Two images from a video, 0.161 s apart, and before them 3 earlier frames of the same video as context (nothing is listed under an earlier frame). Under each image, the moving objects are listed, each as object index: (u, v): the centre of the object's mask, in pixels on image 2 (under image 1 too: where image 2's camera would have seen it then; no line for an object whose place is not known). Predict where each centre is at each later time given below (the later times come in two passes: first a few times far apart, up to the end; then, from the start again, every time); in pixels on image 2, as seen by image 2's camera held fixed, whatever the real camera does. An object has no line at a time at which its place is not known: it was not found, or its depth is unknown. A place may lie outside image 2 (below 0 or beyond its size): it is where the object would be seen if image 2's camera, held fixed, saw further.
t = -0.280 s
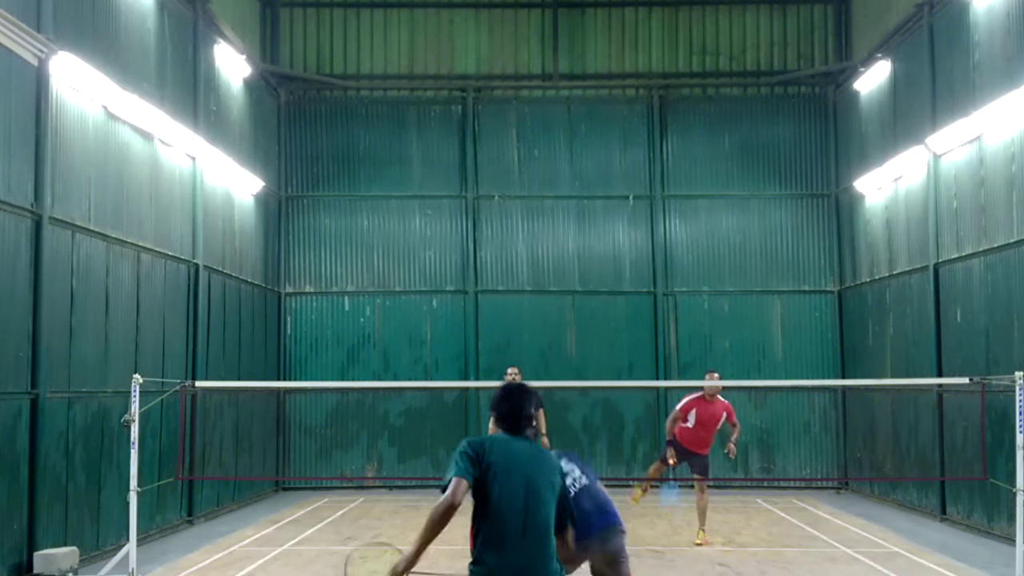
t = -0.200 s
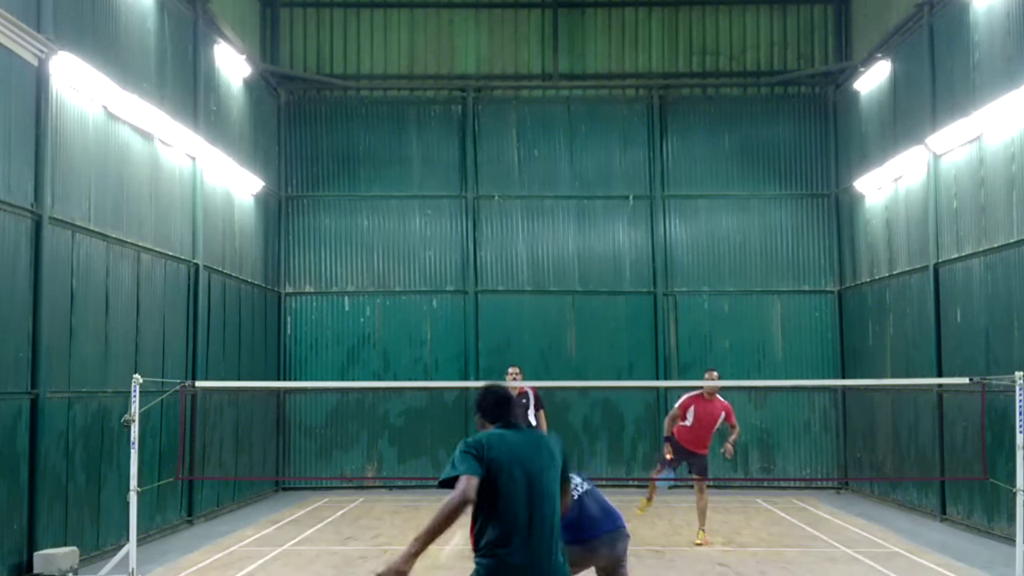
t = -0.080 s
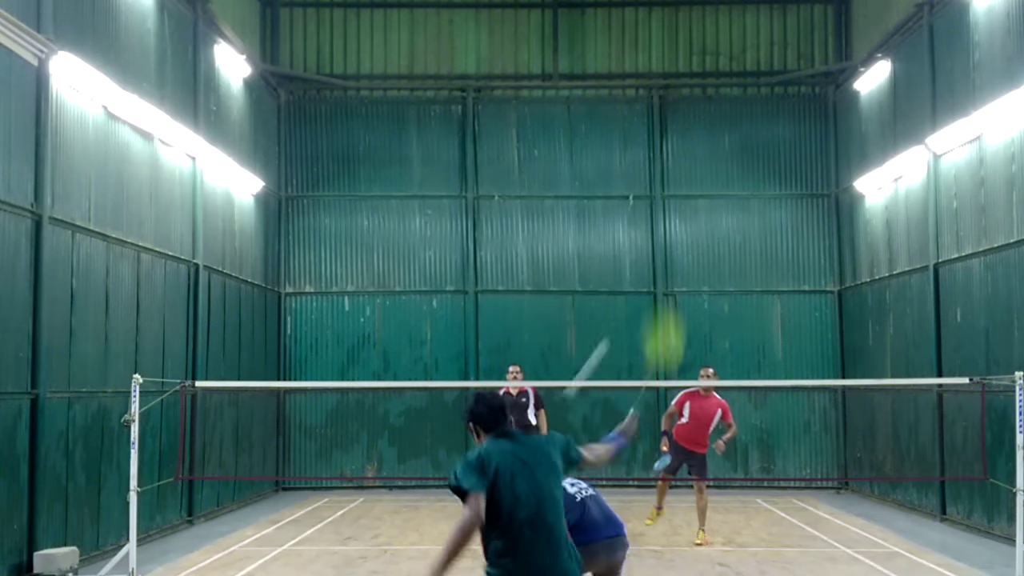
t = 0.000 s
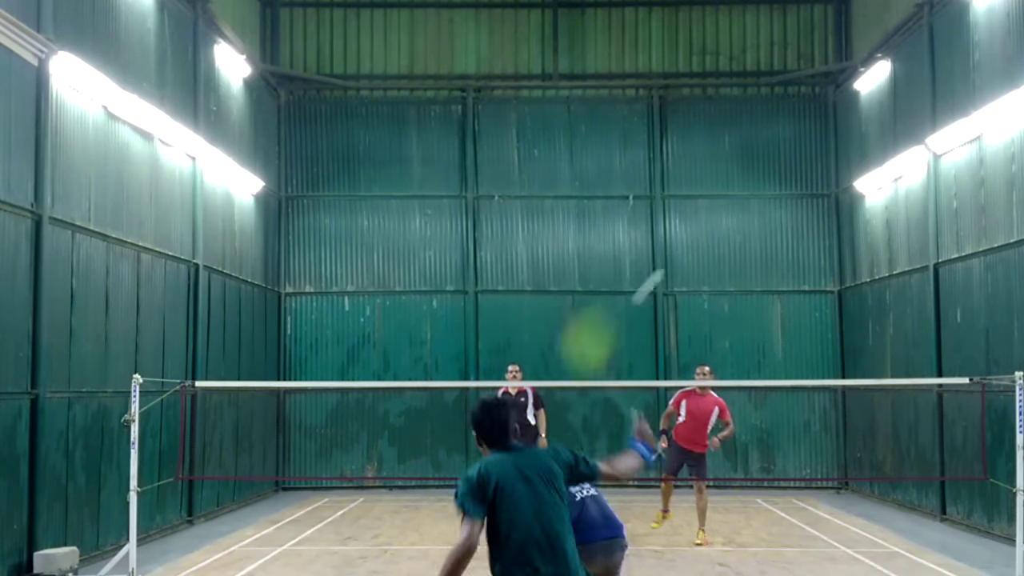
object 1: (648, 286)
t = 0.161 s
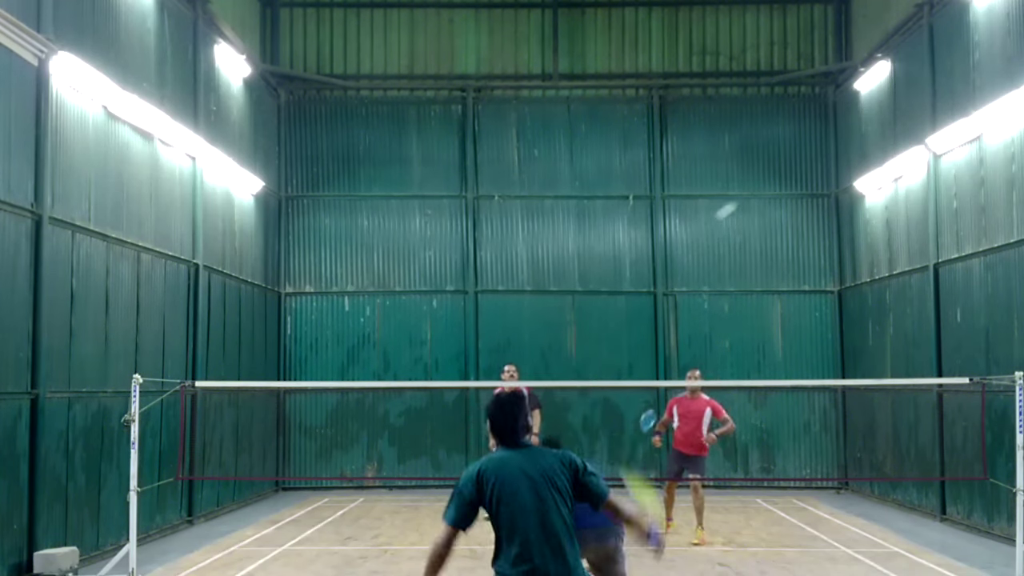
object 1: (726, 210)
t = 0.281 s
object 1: (765, 191)
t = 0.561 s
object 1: (826, 217)
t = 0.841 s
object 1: (864, 307)
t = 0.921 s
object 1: (873, 341)
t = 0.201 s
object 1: (740, 201)
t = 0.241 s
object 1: (753, 195)
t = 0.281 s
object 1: (765, 191)
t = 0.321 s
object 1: (776, 190)
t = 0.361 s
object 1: (786, 190)
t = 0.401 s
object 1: (795, 192)
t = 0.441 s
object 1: (804, 197)
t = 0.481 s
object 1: (811, 202)
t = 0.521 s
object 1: (819, 209)
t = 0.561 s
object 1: (826, 217)
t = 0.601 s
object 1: (832, 227)
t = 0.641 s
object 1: (838, 237)
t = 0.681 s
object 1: (844, 249)
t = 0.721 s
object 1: (849, 262)
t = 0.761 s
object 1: (855, 276)
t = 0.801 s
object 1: (860, 292)
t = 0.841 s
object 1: (864, 307)
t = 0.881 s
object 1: (869, 323)
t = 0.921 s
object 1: (873, 341)
